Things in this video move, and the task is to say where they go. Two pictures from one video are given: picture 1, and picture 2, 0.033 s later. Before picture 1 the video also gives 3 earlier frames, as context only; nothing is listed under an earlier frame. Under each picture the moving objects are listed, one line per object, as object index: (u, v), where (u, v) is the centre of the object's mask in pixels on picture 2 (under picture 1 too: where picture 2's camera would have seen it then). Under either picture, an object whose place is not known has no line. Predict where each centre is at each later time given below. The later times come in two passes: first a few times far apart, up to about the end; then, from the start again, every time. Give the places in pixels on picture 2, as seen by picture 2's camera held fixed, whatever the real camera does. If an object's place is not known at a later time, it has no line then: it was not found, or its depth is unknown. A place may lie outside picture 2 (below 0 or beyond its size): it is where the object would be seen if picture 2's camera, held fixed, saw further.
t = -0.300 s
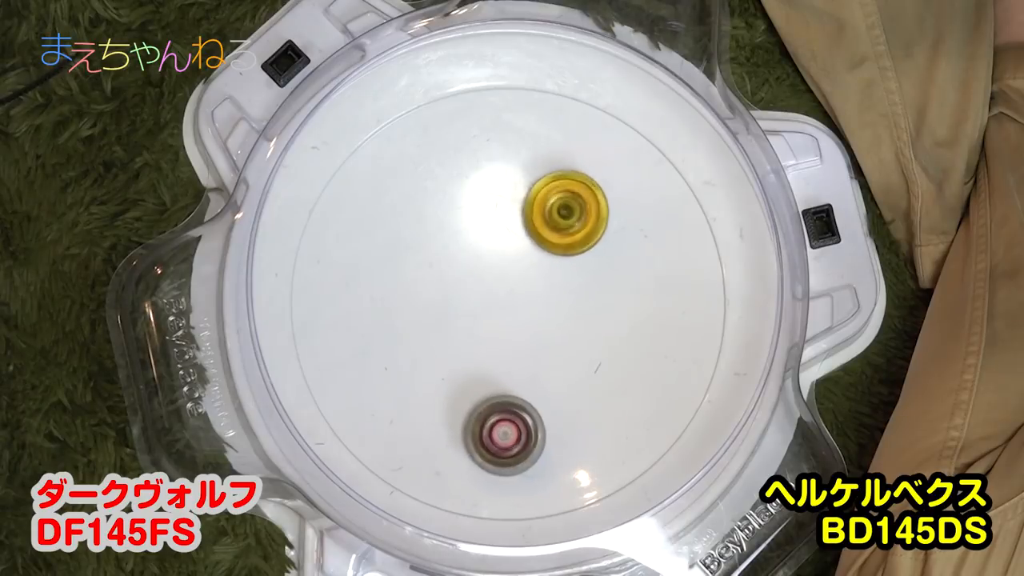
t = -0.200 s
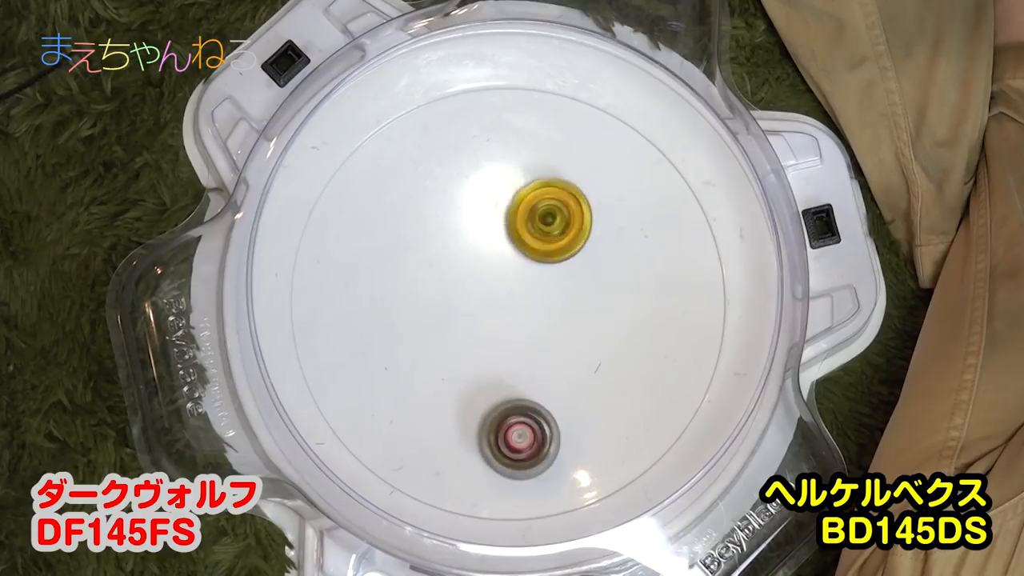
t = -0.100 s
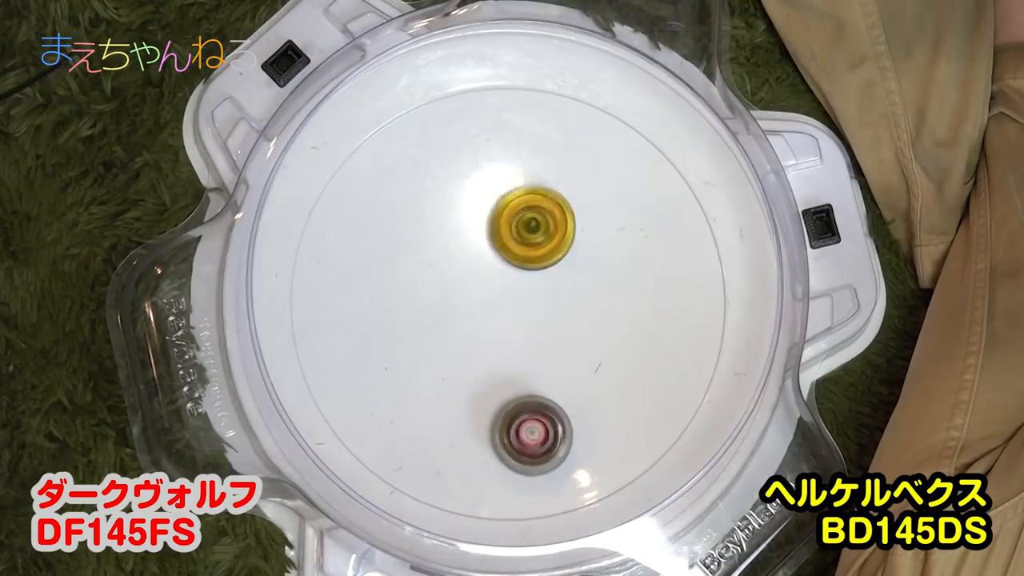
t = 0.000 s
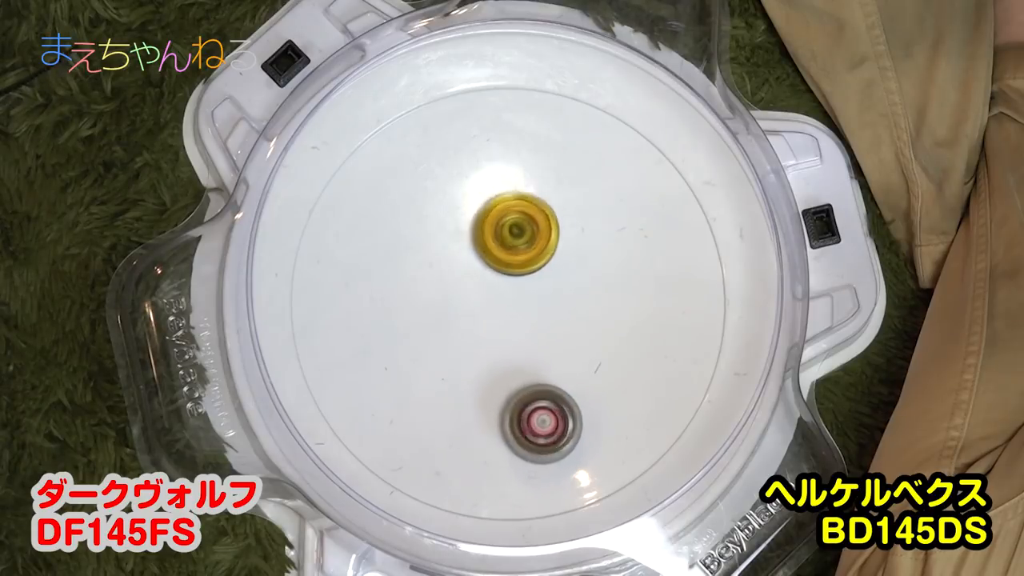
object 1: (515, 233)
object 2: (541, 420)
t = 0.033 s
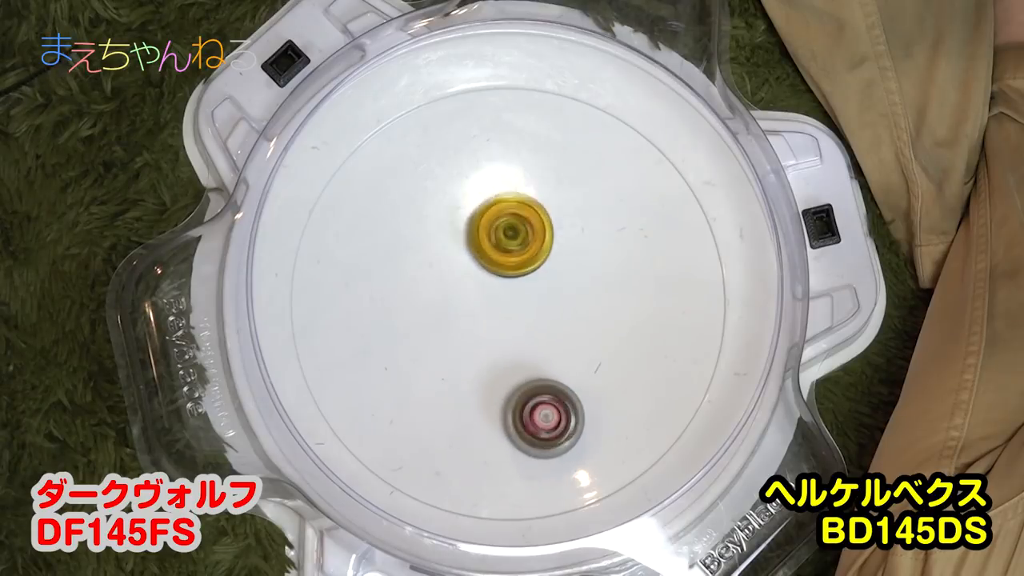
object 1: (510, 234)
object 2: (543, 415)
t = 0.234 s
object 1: (478, 242)
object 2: (551, 376)
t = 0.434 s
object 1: (450, 243)
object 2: (552, 322)
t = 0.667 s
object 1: (424, 240)
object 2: (547, 259)
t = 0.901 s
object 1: (418, 247)
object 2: (538, 217)
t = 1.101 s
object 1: (436, 265)
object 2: (531, 207)
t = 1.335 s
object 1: (461, 290)
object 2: (517, 228)
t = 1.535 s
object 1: (469, 321)
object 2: (519, 252)
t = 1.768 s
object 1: (470, 354)
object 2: (514, 282)
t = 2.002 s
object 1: (448, 397)
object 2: (525, 278)
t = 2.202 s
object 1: (440, 404)
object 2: (522, 267)
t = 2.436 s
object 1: (431, 388)
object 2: (502, 273)
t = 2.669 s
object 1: (445, 362)
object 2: (488, 287)
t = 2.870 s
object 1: (455, 366)
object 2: (522, 248)
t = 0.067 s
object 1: (505, 236)
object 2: (545, 409)
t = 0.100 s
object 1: (500, 238)
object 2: (547, 403)
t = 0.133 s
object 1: (494, 238)
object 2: (548, 397)
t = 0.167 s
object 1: (489, 240)
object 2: (549, 390)
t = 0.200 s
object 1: (483, 241)
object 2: (550, 384)
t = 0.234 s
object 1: (478, 242)
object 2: (551, 376)
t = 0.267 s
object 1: (473, 242)
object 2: (552, 369)
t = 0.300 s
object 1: (469, 243)
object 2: (552, 360)
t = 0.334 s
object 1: (464, 243)
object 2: (552, 351)
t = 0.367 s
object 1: (459, 243)
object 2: (553, 341)
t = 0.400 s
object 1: (454, 243)
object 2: (553, 331)
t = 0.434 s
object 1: (450, 243)
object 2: (552, 322)
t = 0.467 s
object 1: (446, 243)
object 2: (552, 313)
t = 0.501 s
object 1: (442, 242)
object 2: (551, 302)
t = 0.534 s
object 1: (437, 241)
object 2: (551, 293)
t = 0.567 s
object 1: (434, 241)
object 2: (550, 285)
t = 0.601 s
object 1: (431, 241)
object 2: (549, 274)
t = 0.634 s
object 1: (427, 240)
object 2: (548, 267)
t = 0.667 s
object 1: (424, 240)
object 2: (547, 259)
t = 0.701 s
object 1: (421, 240)
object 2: (546, 250)
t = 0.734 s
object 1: (418, 240)
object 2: (544, 243)
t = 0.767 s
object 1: (417, 240)
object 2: (544, 237)
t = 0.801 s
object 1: (416, 241)
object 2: (542, 233)
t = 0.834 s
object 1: (416, 242)
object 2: (541, 226)
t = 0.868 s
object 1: (416, 245)
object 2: (540, 222)
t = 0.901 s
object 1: (418, 247)
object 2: (538, 217)
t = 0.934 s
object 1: (420, 250)
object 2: (537, 216)
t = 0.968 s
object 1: (423, 253)
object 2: (536, 210)
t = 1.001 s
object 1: (426, 256)
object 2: (535, 210)
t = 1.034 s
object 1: (429, 259)
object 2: (534, 208)
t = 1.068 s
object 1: (432, 262)
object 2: (532, 207)
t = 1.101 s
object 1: (436, 265)
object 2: (531, 207)
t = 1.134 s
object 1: (439, 268)
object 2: (528, 208)
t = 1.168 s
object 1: (443, 272)
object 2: (526, 209)
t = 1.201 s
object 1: (447, 275)
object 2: (524, 212)
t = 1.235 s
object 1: (451, 279)
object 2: (522, 215)
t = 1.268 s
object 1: (454, 282)
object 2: (521, 219)
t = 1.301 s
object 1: (457, 286)
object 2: (519, 223)
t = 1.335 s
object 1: (461, 290)
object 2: (517, 228)
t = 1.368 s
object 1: (463, 295)
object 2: (517, 231)
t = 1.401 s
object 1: (464, 300)
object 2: (518, 235)
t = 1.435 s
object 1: (464, 307)
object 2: (521, 236)
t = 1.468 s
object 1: (466, 312)
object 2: (521, 241)
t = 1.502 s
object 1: (467, 317)
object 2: (520, 247)
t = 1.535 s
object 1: (469, 321)
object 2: (519, 252)
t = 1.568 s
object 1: (470, 326)
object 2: (518, 257)
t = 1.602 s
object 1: (471, 331)
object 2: (517, 262)
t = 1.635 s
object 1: (471, 336)
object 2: (516, 267)
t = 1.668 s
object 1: (471, 341)
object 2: (516, 271)
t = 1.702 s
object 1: (471, 345)
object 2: (515, 276)
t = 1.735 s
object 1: (470, 350)
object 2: (515, 278)
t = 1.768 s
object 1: (470, 354)
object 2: (514, 282)
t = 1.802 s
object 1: (470, 358)
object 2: (513, 286)
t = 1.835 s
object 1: (469, 362)
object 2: (511, 290)
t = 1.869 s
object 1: (468, 367)
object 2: (509, 294)
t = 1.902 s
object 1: (467, 370)
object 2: (508, 298)
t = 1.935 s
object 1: (466, 374)
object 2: (506, 302)
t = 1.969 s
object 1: (455, 388)
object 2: (516, 289)
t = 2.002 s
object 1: (448, 397)
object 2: (525, 278)
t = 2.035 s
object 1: (445, 400)
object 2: (529, 272)
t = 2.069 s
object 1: (444, 402)
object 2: (531, 269)
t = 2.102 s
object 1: (443, 403)
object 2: (529, 268)
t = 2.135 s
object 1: (442, 404)
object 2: (527, 268)
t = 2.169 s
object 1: (441, 404)
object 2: (524, 267)
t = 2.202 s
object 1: (440, 404)
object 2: (522, 267)
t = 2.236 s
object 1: (438, 403)
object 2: (519, 267)
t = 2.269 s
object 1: (436, 402)
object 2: (516, 267)
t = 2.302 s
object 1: (434, 400)
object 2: (513, 268)
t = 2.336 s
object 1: (433, 398)
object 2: (511, 269)
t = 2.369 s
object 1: (432, 395)
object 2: (508, 270)
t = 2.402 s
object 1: (431, 392)
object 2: (505, 272)
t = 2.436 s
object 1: (431, 388)
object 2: (502, 273)
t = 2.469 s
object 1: (432, 384)
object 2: (500, 276)
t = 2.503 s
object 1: (433, 380)
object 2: (498, 275)
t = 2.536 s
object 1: (435, 376)
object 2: (495, 277)
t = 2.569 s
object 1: (437, 372)
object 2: (493, 280)
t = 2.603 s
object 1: (440, 368)
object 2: (491, 282)
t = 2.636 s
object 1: (443, 364)
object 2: (489, 285)
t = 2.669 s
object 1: (445, 362)
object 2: (488, 287)
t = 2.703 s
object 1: (440, 369)
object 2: (501, 273)
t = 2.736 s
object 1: (439, 373)
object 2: (511, 262)
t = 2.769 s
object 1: (441, 371)
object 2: (517, 255)
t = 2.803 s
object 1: (446, 369)
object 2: (519, 253)
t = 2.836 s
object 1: (451, 367)
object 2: (520, 250)
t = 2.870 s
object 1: (455, 366)
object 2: (522, 248)
